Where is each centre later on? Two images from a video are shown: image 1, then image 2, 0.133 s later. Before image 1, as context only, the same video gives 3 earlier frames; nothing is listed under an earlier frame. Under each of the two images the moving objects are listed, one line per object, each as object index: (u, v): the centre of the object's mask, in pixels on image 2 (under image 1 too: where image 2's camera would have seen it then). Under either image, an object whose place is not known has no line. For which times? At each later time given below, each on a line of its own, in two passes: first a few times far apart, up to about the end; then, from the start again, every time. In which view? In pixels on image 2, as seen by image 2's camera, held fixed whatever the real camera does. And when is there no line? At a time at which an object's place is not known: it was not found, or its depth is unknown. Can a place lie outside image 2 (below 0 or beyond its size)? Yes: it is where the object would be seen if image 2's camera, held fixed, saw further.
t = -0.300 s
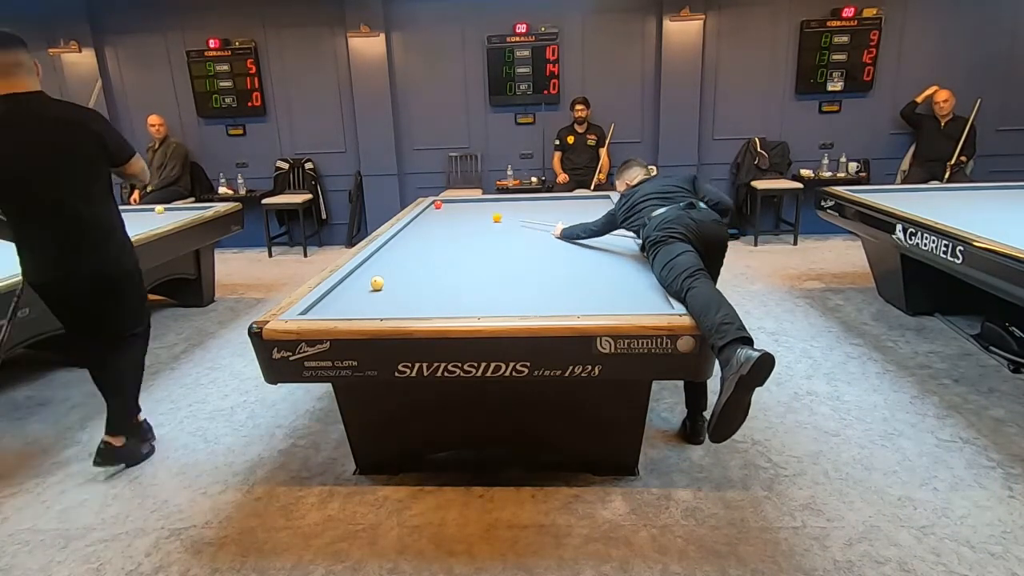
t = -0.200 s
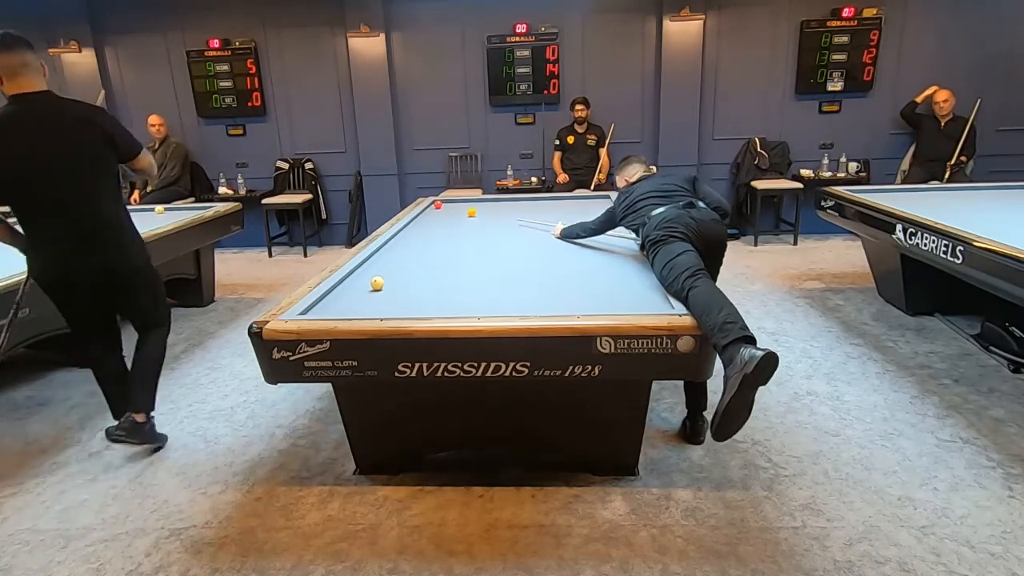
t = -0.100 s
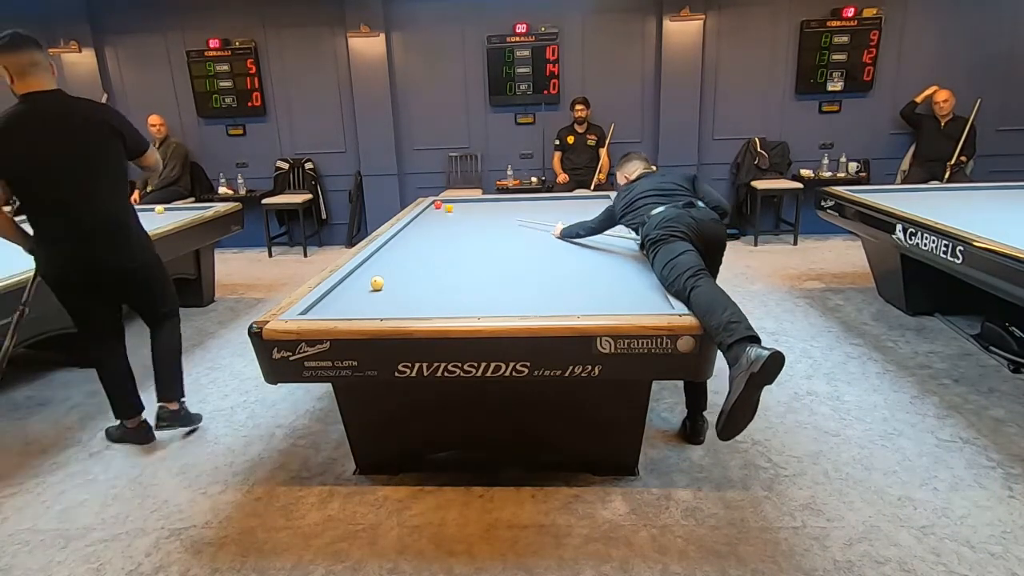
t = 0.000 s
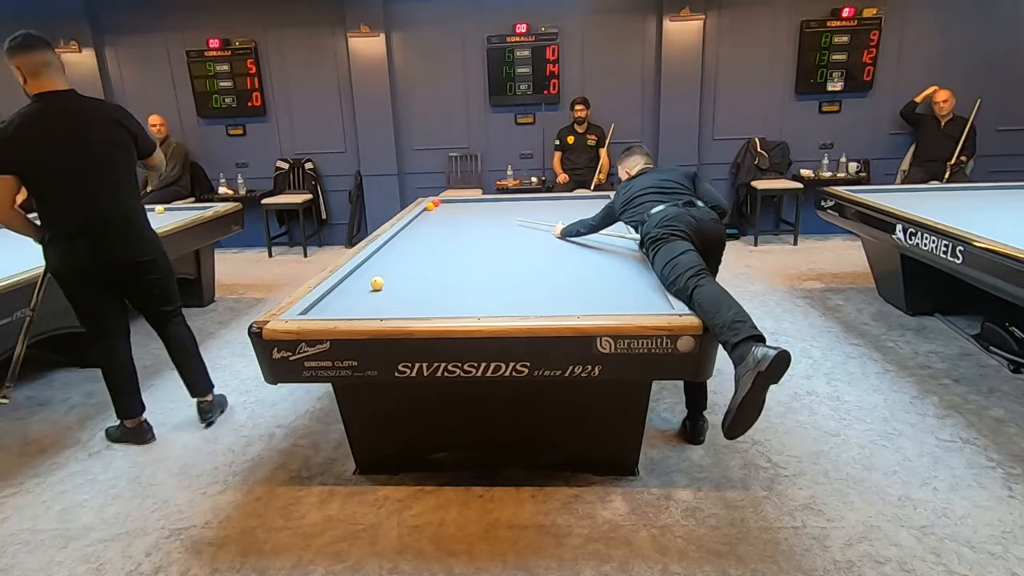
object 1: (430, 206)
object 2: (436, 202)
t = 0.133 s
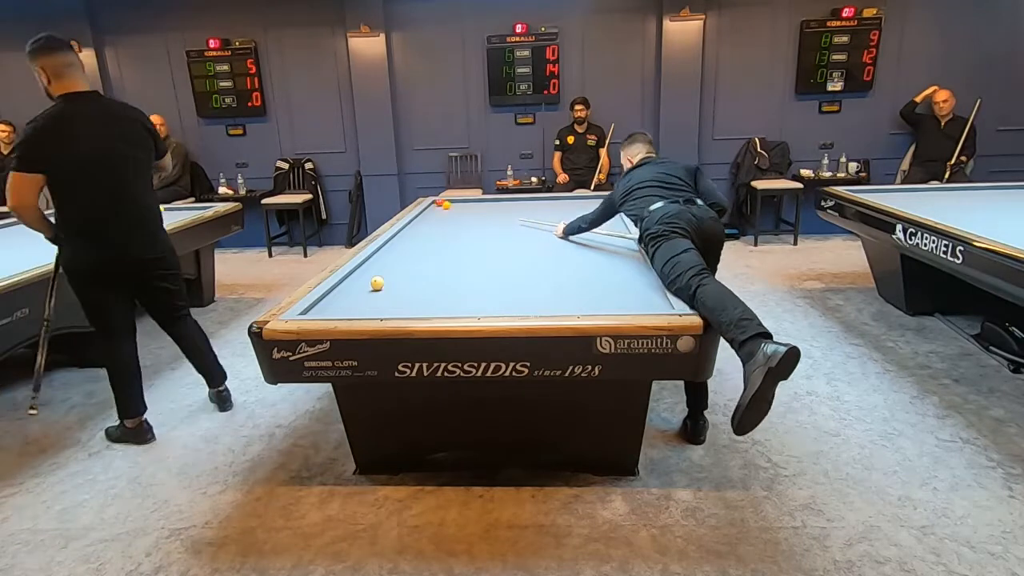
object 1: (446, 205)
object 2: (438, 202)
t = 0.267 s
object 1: (461, 203)
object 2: (440, 205)
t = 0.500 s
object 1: (480, 201)
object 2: (446, 212)
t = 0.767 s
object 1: (499, 200)
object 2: (452, 219)
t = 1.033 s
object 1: (519, 200)
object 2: (458, 227)
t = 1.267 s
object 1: (537, 201)
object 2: (464, 236)
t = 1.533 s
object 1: (558, 203)
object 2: (472, 247)
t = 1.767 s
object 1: (575, 203)
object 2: (480, 257)
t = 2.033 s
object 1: (597, 205)
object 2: (491, 271)
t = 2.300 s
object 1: (608, 207)
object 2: (504, 288)
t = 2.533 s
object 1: (599, 209)
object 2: (518, 304)
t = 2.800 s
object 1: (588, 211)
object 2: (529, 301)
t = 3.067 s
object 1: (577, 214)
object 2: (537, 290)
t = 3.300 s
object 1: (568, 217)
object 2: (543, 282)
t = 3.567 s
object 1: (557, 219)
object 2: (550, 273)
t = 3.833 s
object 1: (546, 222)
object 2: (556, 265)
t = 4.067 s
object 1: (536, 225)
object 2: (560, 259)
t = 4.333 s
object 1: (526, 228)
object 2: (565, 253)
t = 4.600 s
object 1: (515, 230)
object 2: (569, 247)
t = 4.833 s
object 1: (505, 233)
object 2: (573, 243)
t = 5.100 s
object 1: (494, 236)
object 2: (576, 238)
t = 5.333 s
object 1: (484, 238)
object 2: (579, 234)
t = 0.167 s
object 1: (450, 205)
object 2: (438, 203)
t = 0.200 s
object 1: (454, 204)
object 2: (439, 203)
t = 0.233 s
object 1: (458, 204)
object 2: (440, 204)
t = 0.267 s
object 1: (461, 203)
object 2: (440, 205)
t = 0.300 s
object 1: (465, 203)
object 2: (442, 207)
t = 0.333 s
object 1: (468, 203)
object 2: (443, 208)
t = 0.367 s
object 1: (471, 202)
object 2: (444, 208)
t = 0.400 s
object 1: (473, 202)
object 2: (444, 209)
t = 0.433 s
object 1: (476, 201)
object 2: (445, 210)
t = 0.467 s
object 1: (478, 201)
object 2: (446, 210)
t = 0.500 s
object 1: (480, 201)
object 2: (446, 212)
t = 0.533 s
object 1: (483, 200)
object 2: (447, 212)
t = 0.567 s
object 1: (484, 200)
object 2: (447, 213)
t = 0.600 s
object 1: (487, 200)
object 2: (448, 214)
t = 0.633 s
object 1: (489, 199)
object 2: (448, 215)
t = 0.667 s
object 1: (492, 199)
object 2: (450, 216)
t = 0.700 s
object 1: (494, 199)
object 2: (450, 217)
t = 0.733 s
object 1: (497, 200)
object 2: (451, 218)
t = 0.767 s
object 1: (499, 200)
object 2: (452, 219)
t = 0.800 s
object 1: (502, 200)
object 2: (453, 220)
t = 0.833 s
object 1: (505, 200)
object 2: (453, 221)
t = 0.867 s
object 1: (507, 200)
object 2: (454, 222)
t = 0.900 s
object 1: (509, 200)
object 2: (455, 223)
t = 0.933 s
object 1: (512, 200)
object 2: (455, 224)
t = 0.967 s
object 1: (514, 200)
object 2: (456, 225)
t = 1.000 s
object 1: (517, 200)
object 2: (457, 226)
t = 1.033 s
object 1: (519, 200)
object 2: (458, 227)
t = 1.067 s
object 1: (522, 200)
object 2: (459, 229)
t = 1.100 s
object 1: (524, 200)
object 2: (460, 230)
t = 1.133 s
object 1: (527, 200)
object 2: (461, 231)
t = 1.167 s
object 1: (529, 201)
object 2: (462, 232)
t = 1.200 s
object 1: (532, 201)
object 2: (462, 233)
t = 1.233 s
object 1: (534, 201)
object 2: (463, 235)
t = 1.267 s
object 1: (537, 201)
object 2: (464, 236)
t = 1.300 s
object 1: (540, 202)
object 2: (465, 237)
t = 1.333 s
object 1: (542, 202)
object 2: (466, 238)
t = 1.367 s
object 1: (545, 202)
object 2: (467, 240)
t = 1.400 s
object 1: (547, 202)
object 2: (468, 241)
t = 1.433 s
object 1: (549, 202)
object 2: (469, 242)
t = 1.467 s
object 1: (552, 202)
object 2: (470, 244)
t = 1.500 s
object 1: (555, 202)
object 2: (471, 245)
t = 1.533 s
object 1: (558, 203)
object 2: (472, 247)
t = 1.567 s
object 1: (560, 203)
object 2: (473, 248)
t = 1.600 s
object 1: (563, 203)
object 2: (475, 250)
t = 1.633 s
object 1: (565, 203)
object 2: (476, 251)
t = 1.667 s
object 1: (568, 203)
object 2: (477, 252)
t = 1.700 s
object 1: (571, 203)
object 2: (478, 254)
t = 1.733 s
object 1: (573, 203)
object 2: (479, 255)
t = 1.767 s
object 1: (575, 203)
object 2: (480, 257)
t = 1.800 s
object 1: (579, 204)
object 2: (482, 259)
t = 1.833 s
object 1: (581, 204)
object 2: (483, 260)
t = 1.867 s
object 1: (583, 204)
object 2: (484, 262)
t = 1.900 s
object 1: (586, 204)
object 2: (486, 264)
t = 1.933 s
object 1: (588, 205)
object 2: (487, 266)
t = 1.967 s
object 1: (591, 205)
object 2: (488, 267)
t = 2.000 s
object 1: (594, 205)
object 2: (490, 269)
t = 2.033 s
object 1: (597, 205)
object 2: (491, 271)
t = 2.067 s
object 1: (599, 205)
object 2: (493, 273)
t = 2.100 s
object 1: (602, 205)
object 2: (494, 275)
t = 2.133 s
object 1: (605, 205)
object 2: (496, 277)
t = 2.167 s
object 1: (608, 206)
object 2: (498, 279)
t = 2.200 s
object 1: (610, 206)
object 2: (499, 281)
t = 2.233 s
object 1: (610, 206)
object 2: (501, 284)
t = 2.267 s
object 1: (609, 206)
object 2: (503, 286)
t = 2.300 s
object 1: (608, 207)
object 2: (504, 288)
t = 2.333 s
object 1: (606, 207)
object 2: (506, 290)
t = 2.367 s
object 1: (605, 208)
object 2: (508, 293)
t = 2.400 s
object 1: (604, 208)
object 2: (510, 295)
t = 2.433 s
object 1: (603, 208)
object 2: (512, 298)
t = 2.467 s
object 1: (601, 208)
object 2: (514, 300)
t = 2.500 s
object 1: (600, 208)
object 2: (516, 303)
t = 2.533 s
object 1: (599, 209)
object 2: (518, 304)
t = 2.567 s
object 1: (597, 209)
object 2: (520, 306)
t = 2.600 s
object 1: (596, 210)
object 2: (522, 307)
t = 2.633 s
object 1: (595, 210)
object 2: (523, 307)
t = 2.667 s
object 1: (593, 210)
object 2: (525, 306)
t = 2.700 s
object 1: (592, 211)
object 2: (526, 305)
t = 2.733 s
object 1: (590, 211)
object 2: (527, 304)
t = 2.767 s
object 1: (589, 211)
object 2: (528, 302)
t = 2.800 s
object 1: (588, 211)
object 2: (529, 301)
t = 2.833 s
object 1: (586, 212)
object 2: (530, 300)
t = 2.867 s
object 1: (585, 212)
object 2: (531, 298)
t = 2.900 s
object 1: (584, 213)
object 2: (532, 297)
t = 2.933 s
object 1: (583, 213)
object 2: (533, 295)
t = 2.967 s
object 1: (581, 213)
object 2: (534, 294)
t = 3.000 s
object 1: (580, 214)
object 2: (535, 293)
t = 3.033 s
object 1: (578, 214)
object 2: (536, 291)
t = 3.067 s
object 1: (577, 214)
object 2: (537, 290)
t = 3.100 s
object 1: (576, 215)
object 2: (538, 289)
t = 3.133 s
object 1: (575, 215)
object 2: (539, 288)
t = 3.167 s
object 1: (573, 215)
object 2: (540, 286)
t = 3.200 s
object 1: (572, 216)
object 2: (541, 285)
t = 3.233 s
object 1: (571, 216)
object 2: (542, 284)
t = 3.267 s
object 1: (570, 216)
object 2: (543, 283)
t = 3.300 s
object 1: (568, 217)
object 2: (543, 282)
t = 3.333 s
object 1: (567, 217)
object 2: (544, 281)
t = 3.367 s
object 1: (565, 217)
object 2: (545, 279)
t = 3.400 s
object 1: (564, 218)
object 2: (546, 278)
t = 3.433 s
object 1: (563, 218)
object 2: (547, 277)
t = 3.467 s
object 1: (561, 218)
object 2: (548, 276)
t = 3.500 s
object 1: (560, 219)
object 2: (549, 275)
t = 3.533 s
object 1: (558, 219)
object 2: (549, 274)
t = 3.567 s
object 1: (557, 219)
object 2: (550, 273)
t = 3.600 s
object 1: (556, 220)
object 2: (551, 272)
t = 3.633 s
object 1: (554, 220)
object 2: (552, 271)
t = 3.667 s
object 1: (553, 220)
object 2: (552, 270)
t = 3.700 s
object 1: (552, 221)
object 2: (553, 269)
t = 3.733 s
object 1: (550, 221)
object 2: (554, 268)
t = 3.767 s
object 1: (549, 221)
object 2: (554, 267)
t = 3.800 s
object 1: (547, 222)
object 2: (555, 266)
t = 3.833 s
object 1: (546, 222)
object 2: (556, 265)
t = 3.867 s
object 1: (545, 223)
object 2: (556, 264)
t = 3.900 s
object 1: (543, 223)
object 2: (557, 263)
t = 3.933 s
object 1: (542, 223)
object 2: (558, 263)
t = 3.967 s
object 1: (541, 224)
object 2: (559, 262)
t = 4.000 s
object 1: (539, 224)
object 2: (559, 261)
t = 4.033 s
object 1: (538, 224)
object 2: (560, 260)
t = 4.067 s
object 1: (536, 225)
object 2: (560, 259)
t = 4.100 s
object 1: (535, 225)
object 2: (561, 259)
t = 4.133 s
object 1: (534, 225)
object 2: (562, 258)
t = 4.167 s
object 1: (532, 226)
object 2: (562, 257)
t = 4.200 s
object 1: (531, 226)
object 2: (563, 256)
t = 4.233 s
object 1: (530, 226)
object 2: (563, 255)
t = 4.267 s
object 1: (529, 227)
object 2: (564, 254)
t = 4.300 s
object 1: (527, 227)
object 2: (564, 254)
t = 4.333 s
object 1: (526, 228)
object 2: (565, 253)
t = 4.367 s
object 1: (524, 228)
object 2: (566, 252)
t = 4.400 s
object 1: (523, 228)
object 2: (566, 251)
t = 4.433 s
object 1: (521, 229)
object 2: (567, 251)
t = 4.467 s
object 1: (520, 229)
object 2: (567, 250)
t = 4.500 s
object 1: (519, 229)
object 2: (568, 249)
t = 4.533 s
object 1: (517, 229)
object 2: (568, 249)
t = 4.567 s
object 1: (516, 230)
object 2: (569, 248)
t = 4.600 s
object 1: (515, 230)
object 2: (569, 247)
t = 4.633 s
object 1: (514, 231)
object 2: (570, 246)
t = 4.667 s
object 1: (512, 231)
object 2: (570, 246)
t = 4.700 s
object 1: (510, 231)
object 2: (571, 245)
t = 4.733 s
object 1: (509, 232)
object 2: (571, 245)
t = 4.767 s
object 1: (508, 232)
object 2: (572, 244)
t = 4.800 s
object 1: (506, 232)
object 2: (572, 244)
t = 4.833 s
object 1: (505, 233)
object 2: (573, 243)
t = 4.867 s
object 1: (504, 233)
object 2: (573, 242)
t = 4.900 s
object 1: (502, 233)
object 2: (574, 242)
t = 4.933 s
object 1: (501, 234)
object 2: (574, 241)
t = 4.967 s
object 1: (500, 234)
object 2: (575, 240)
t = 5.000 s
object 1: (498, 235)
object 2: (575, 240)
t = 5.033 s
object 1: (497, 235)
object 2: (576, 239)
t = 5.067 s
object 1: (495, 235)
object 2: (576, 239)
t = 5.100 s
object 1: (494, 236)
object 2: (576, 238)
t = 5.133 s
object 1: (492, 236)
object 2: (577, 237)
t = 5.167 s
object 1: (491, 236)
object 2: (577, 237)
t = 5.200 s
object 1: (490, 237)
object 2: (577, 236)
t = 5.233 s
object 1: (488, 237)
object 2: (578, 236)
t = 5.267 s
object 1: (487, 237)
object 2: (578, 235)
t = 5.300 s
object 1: (486, 237)
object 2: (579, 235)
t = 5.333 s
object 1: (484, 238)
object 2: (579, 234)
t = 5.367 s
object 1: (483, 238)
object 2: (579, 234)
